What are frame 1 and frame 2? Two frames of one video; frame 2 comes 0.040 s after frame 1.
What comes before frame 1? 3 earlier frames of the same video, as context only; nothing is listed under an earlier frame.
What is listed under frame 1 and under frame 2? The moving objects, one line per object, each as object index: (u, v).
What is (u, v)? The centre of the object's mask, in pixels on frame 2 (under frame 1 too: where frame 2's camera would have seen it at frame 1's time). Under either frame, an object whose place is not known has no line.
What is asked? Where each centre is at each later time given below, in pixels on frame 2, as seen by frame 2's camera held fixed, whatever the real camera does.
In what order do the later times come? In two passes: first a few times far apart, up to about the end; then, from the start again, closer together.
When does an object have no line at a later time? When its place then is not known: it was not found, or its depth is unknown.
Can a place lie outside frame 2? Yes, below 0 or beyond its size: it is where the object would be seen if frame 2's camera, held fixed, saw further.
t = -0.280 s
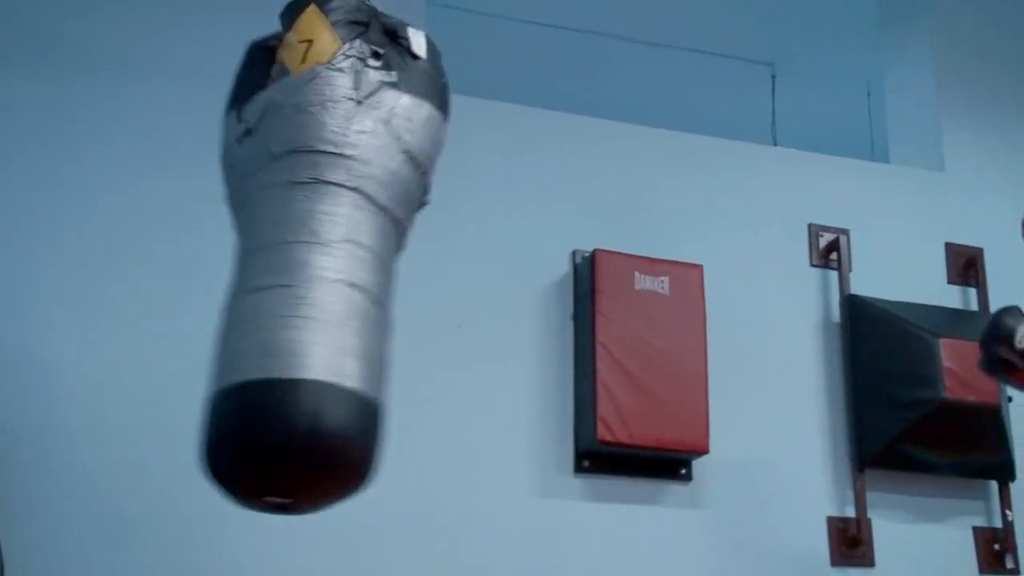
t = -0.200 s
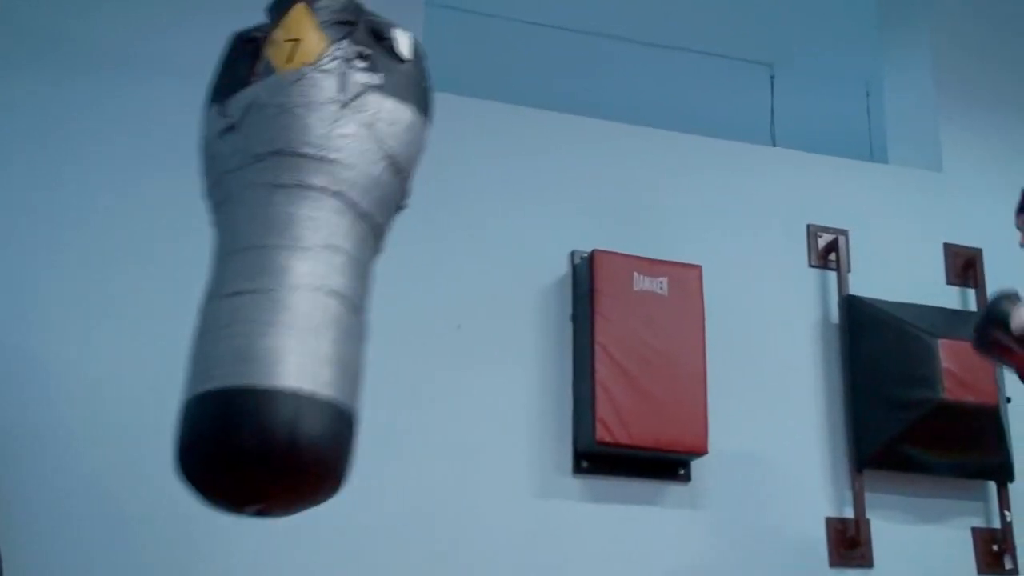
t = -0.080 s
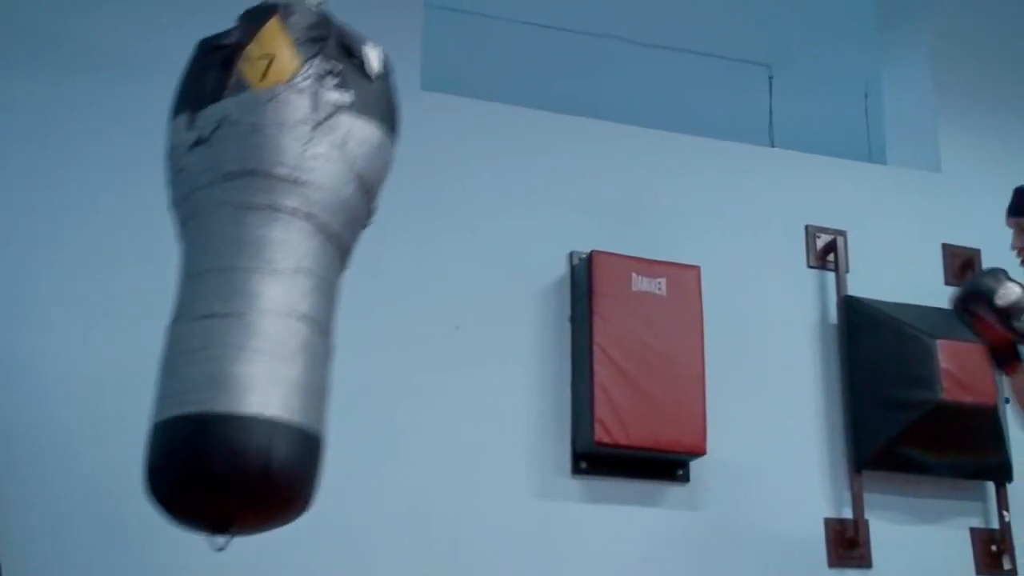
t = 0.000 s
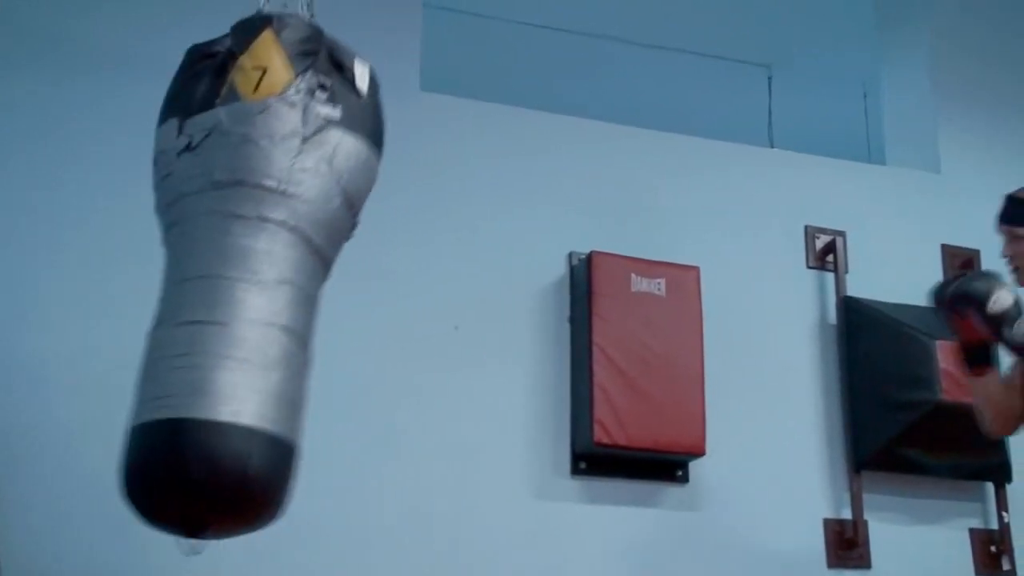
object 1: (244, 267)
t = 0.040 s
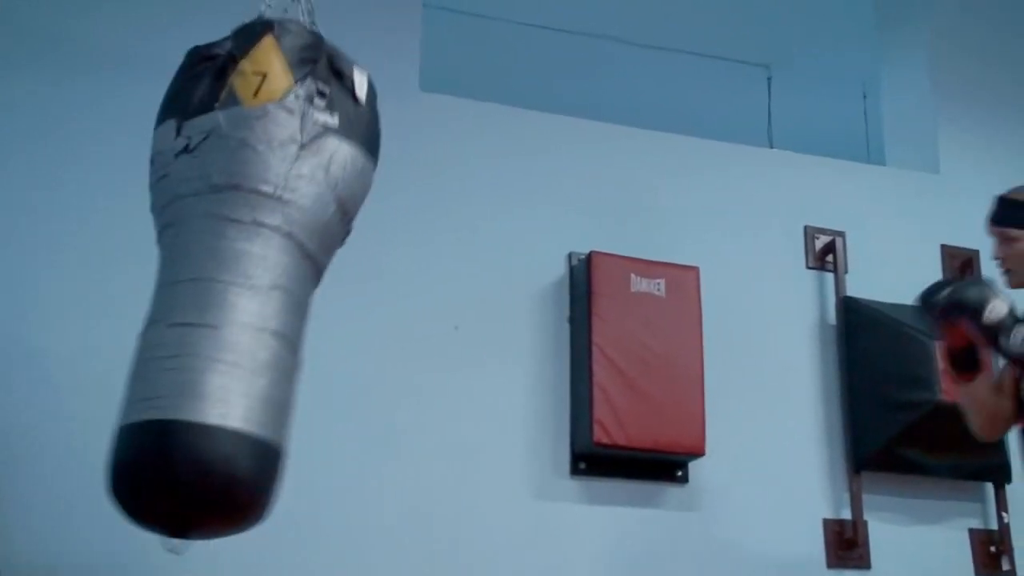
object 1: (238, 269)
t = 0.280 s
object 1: (217, 291)
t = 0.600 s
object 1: (240, 314)
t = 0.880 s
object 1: (287, 323)
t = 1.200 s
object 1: (350, 321)
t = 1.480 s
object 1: (388, 307)
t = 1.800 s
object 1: (382, 267)
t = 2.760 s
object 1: (219, 295)
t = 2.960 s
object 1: (233, 306)
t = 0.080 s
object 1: (232, 272)
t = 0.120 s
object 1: (228, 277)
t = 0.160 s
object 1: (223, 283)
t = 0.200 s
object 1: (220, 288)
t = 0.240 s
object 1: (218, 290)
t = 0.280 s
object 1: (217, 291)
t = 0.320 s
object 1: (216, 293)
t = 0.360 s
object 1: (217, 295)
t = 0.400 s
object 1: (218, 298)
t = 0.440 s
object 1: (220, 303)
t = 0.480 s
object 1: (223, 308)
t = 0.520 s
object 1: (228, 312)
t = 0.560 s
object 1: (233, 314)
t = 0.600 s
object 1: (240, 314)
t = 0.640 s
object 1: (246, 315)
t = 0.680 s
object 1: (252, 315)
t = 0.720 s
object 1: (259, 316)
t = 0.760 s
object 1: (265, 318)
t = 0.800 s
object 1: (272, 320)
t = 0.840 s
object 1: (279, 322)
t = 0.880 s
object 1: (287, 323)
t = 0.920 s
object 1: (295, 323)
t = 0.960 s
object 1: (304, 324)
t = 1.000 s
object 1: (312, 325)
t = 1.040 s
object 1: (321, 326)
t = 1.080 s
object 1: (329, 327)
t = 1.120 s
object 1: (336, 325)
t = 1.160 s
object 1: (343, 322)
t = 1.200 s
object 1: (350, 321)
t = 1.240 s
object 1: (357, 318)
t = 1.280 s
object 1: (363, 316)
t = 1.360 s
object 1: (375, 314)
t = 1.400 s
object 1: (380, 313)
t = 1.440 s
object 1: (384, 310)
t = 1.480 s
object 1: (388, 307)
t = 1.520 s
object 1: (391, 304)
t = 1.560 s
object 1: (393, 300)
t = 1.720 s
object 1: (389, 281)
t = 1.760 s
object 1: (386, 274)
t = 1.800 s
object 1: (382, 267)
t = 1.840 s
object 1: (377, 262)
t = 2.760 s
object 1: (219, 295)
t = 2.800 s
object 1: (221, 299)
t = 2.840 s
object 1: (223, 301)
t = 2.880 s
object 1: (226, 302)
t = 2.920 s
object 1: (229, 304)
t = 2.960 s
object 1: (233, 306)
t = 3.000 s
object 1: (238, 308)
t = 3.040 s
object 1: (243, 310)
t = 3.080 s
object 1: (249, 312)
